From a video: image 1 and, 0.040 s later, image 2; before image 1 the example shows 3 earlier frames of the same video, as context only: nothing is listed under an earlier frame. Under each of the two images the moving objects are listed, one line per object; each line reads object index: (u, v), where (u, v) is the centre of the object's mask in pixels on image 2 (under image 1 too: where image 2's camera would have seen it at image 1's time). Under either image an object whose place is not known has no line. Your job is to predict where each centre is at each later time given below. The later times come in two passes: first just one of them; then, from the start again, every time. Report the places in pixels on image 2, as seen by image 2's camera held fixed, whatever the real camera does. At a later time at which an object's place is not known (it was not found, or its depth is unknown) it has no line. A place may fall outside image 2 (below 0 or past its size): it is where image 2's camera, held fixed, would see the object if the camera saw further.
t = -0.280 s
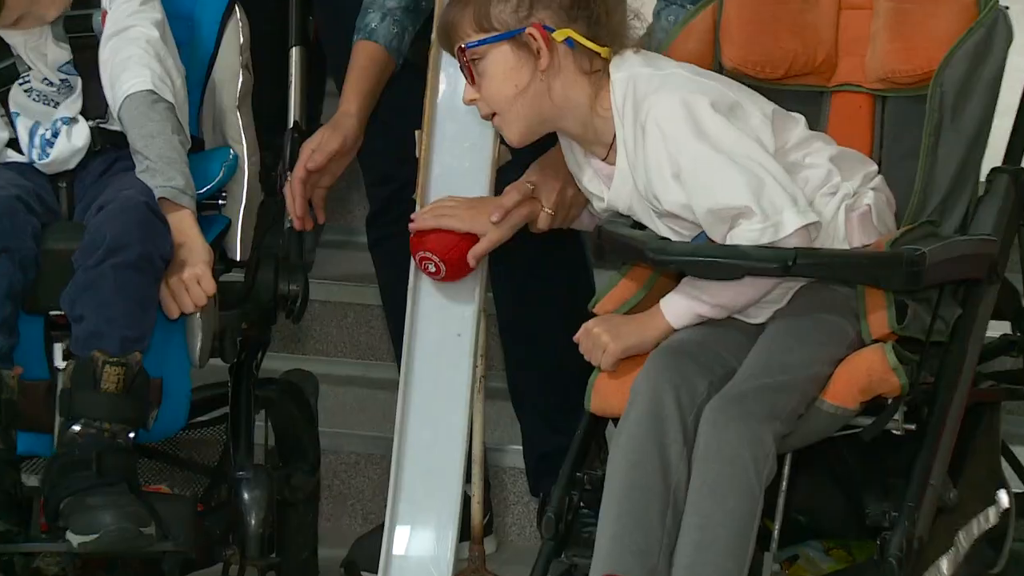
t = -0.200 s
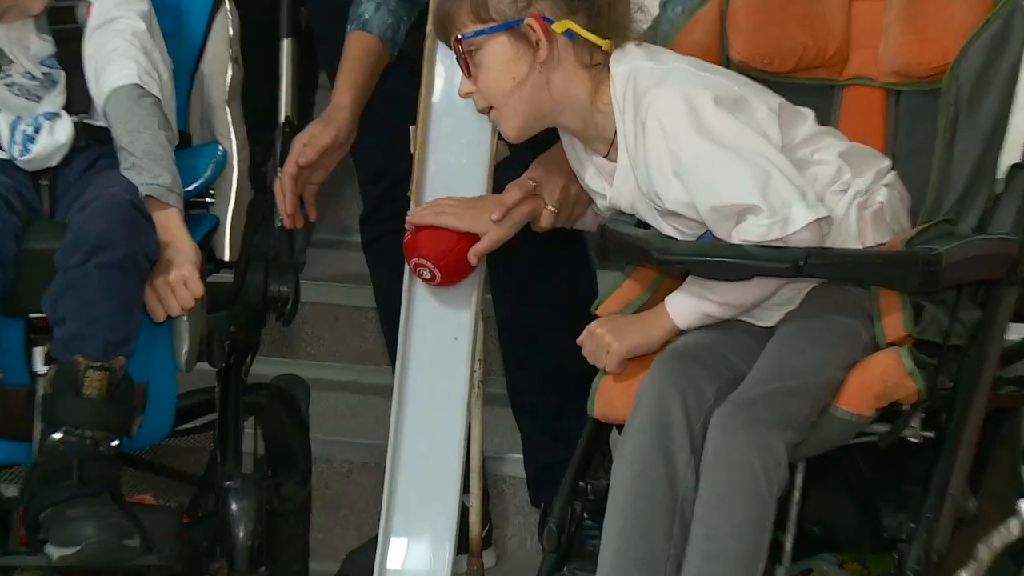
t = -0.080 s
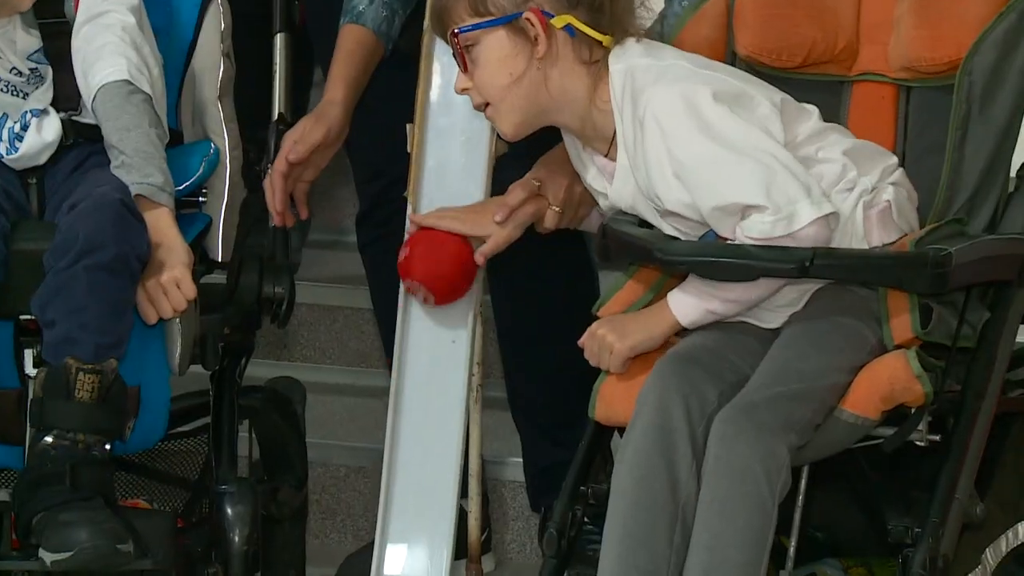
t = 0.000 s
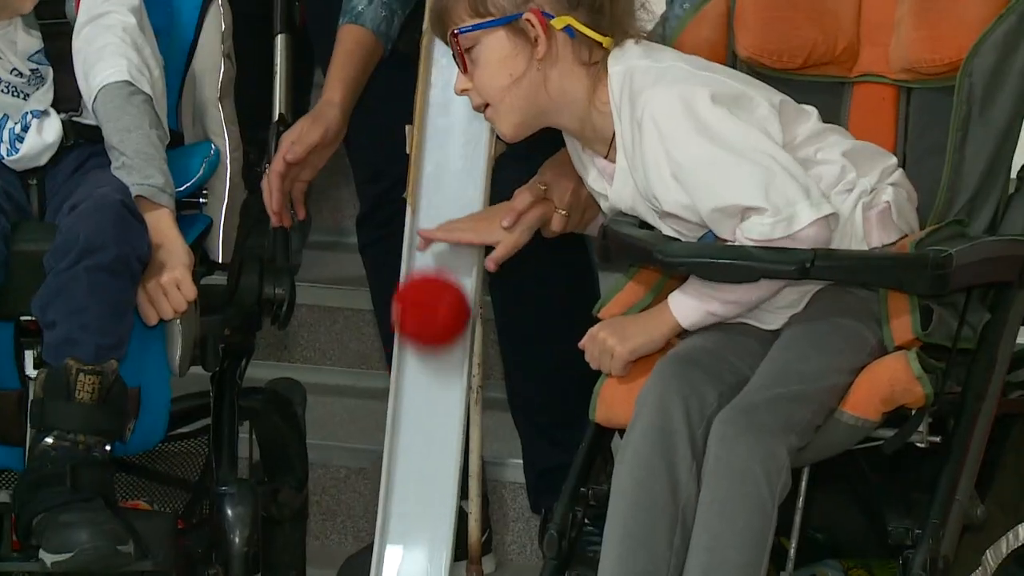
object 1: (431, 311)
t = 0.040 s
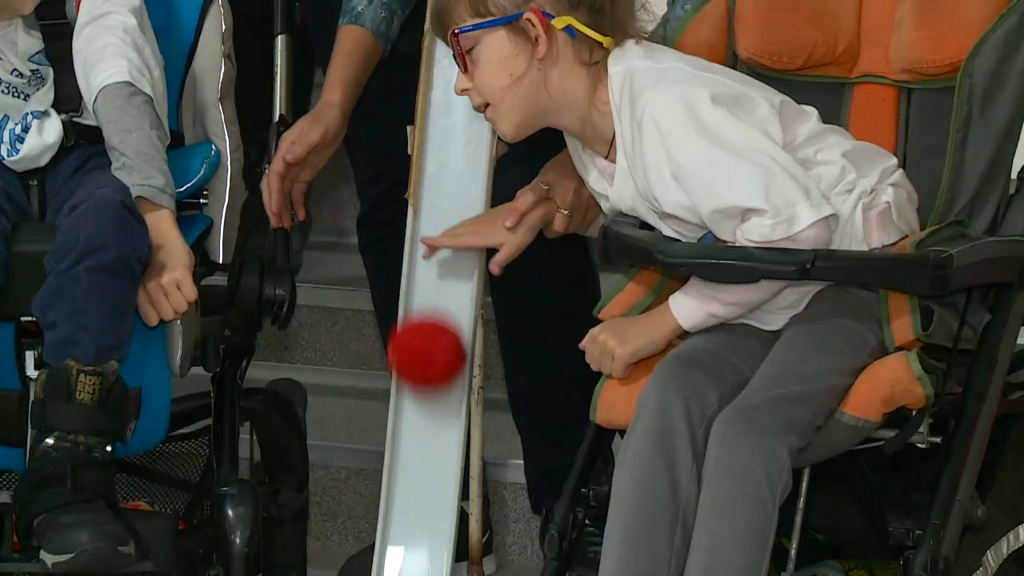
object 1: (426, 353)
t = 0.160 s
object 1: (410, 539)
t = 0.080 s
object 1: (421, 403)
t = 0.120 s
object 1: (416, 468)
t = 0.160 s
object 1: (410, 539)
